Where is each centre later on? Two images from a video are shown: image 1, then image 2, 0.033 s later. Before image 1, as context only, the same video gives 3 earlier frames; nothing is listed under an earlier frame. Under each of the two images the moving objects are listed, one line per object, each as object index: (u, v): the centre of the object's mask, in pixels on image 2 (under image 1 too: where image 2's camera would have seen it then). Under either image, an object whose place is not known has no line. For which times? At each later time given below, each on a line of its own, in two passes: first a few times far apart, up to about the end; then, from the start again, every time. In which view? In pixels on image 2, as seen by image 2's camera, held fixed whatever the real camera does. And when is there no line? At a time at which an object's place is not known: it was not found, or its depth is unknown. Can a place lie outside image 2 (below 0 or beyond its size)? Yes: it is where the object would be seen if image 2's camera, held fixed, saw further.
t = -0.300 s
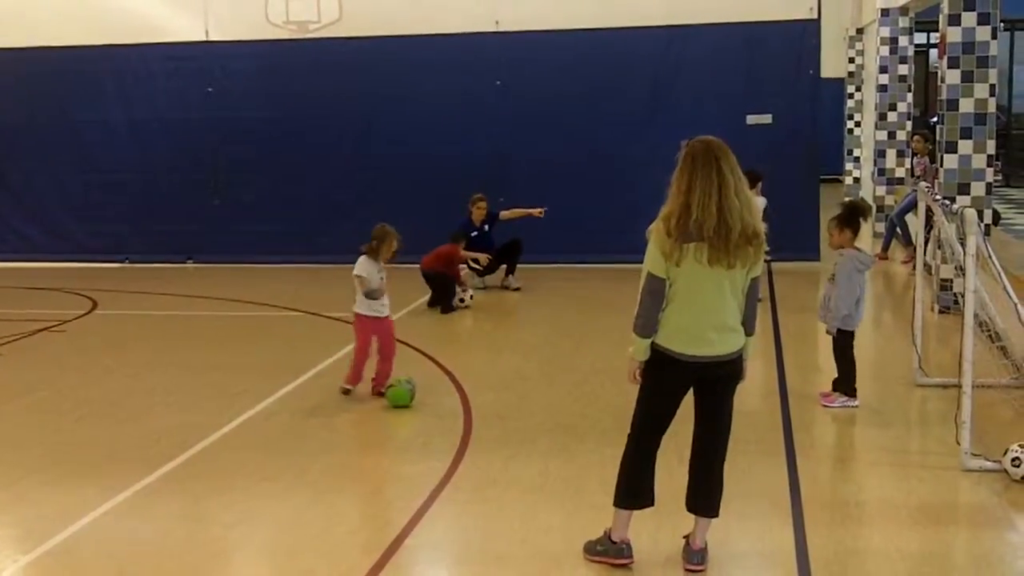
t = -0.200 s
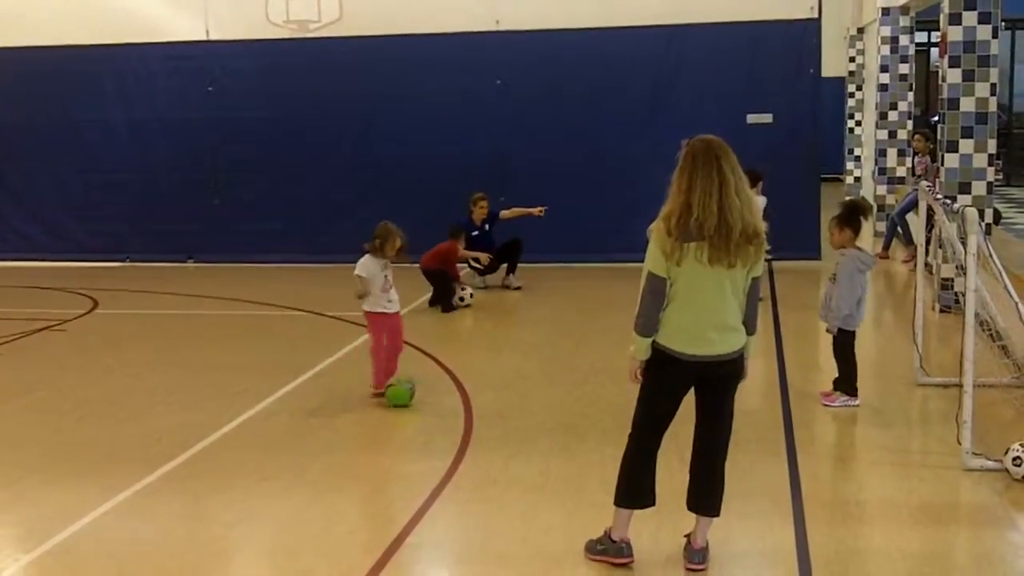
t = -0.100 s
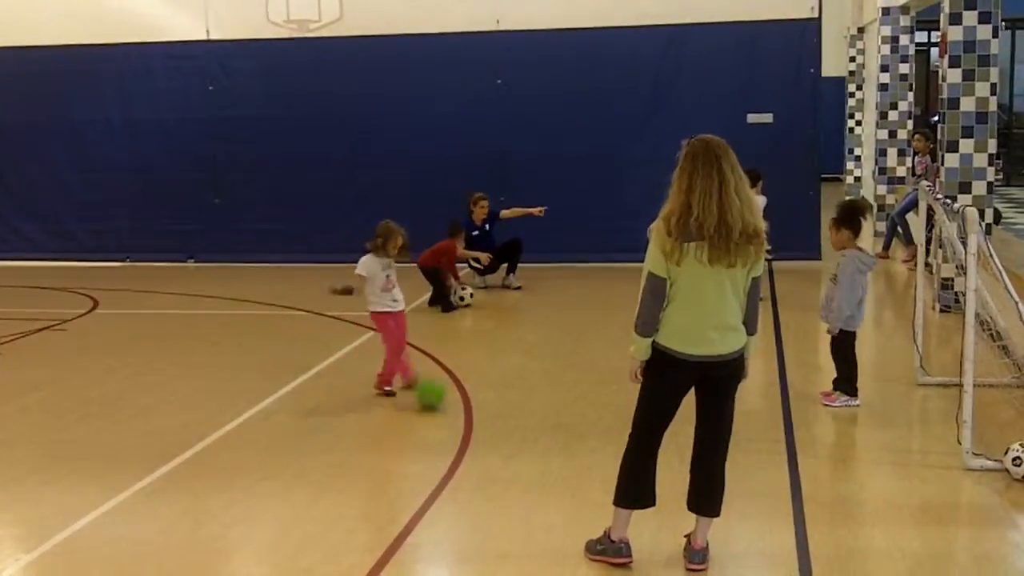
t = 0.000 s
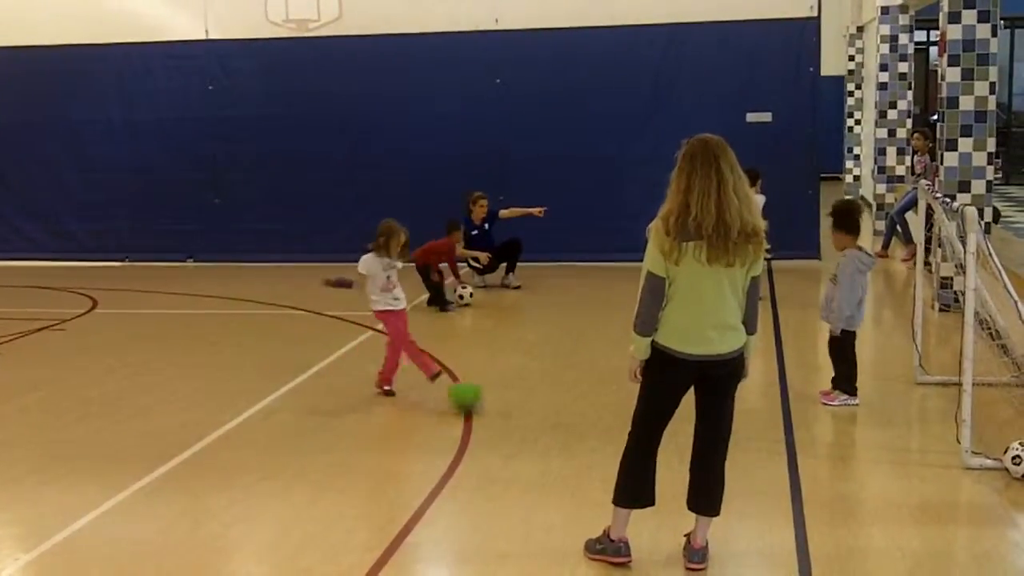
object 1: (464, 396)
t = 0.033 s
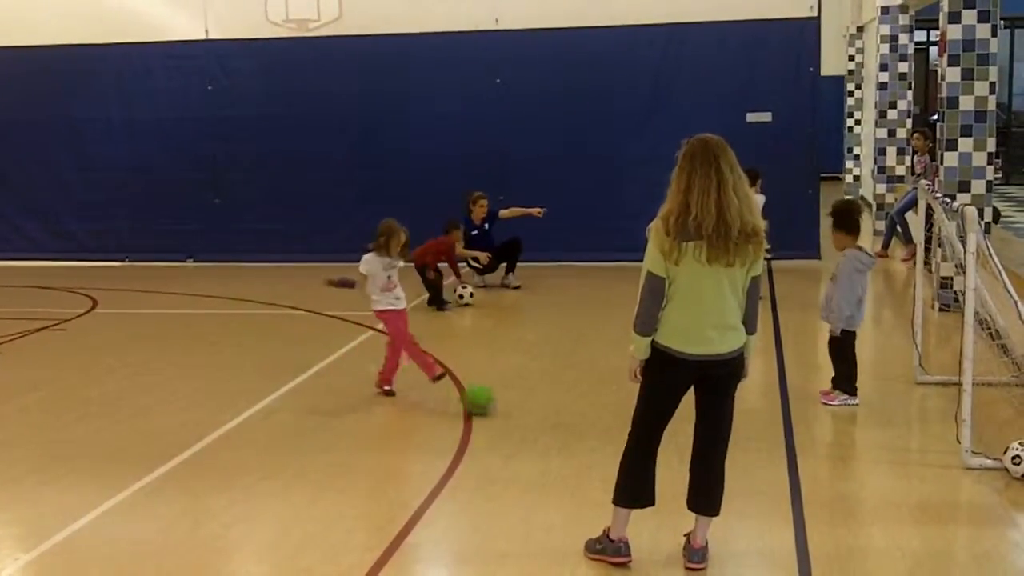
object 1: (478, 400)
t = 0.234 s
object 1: (538, 405)
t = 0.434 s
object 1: (586, 408)
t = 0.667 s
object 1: (635, 414)
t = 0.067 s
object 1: (488, 400)
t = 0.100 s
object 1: (498, 402)
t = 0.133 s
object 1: (508, 402)
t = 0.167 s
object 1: (518, 403)
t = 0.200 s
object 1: (528, 405)
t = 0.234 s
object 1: (538, 405)
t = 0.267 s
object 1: (546, 405)
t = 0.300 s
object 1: (555, 405)
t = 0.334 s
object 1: (562, 406)
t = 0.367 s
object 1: (570, 406)
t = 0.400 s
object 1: (578, 407)
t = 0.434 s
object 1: (586, 408)
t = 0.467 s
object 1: (594, 409)
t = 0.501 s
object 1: (602, 410)
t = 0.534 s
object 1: (610, 411)
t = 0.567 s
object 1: (619, 412)
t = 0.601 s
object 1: (626, 413)
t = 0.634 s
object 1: (631, 412)
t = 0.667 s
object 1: (635, 414)
